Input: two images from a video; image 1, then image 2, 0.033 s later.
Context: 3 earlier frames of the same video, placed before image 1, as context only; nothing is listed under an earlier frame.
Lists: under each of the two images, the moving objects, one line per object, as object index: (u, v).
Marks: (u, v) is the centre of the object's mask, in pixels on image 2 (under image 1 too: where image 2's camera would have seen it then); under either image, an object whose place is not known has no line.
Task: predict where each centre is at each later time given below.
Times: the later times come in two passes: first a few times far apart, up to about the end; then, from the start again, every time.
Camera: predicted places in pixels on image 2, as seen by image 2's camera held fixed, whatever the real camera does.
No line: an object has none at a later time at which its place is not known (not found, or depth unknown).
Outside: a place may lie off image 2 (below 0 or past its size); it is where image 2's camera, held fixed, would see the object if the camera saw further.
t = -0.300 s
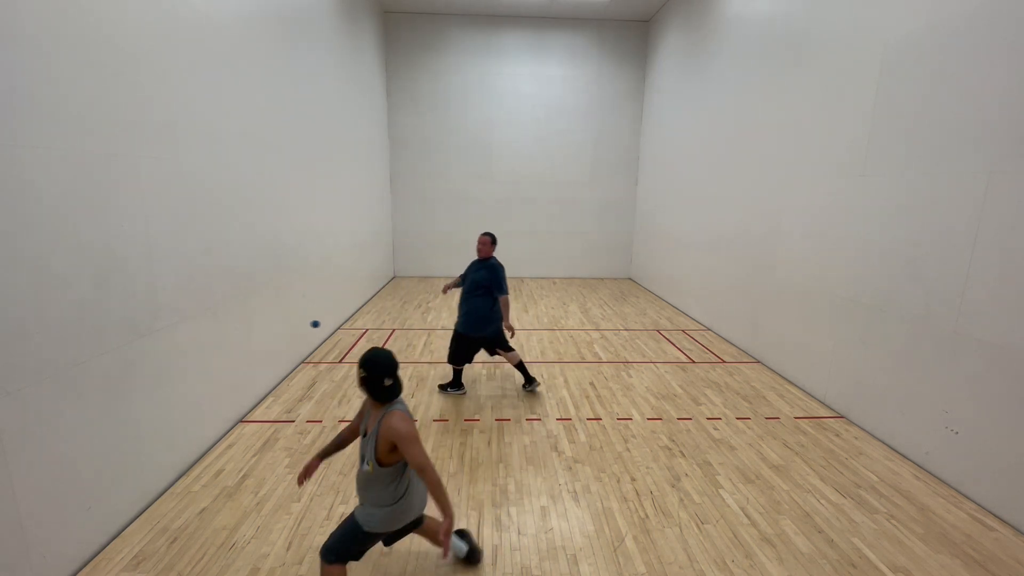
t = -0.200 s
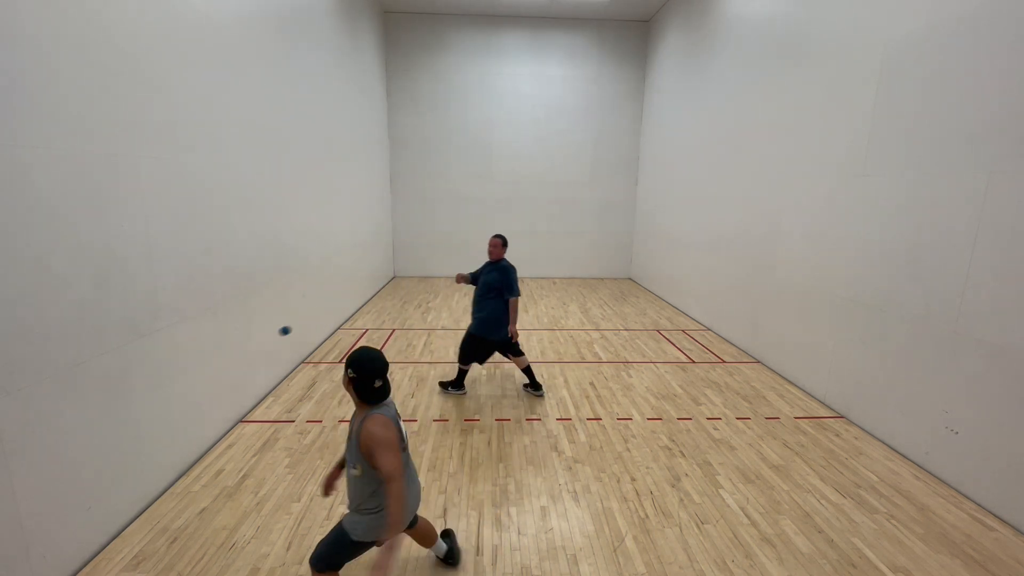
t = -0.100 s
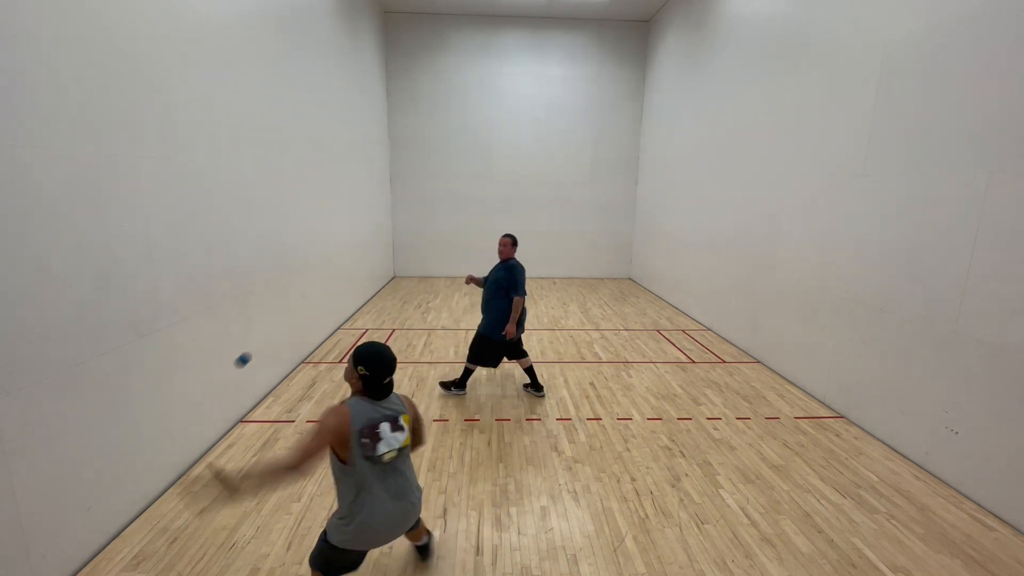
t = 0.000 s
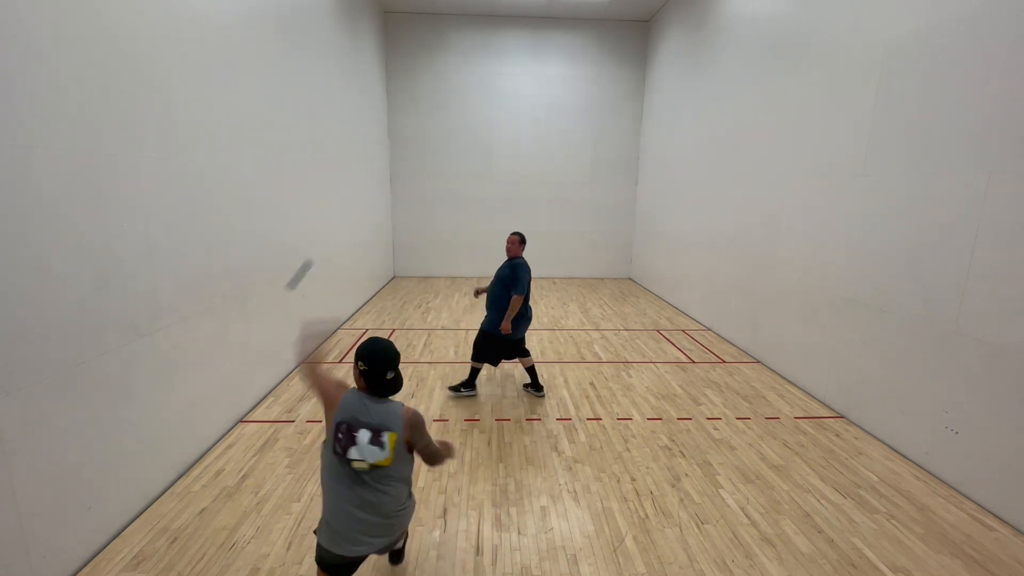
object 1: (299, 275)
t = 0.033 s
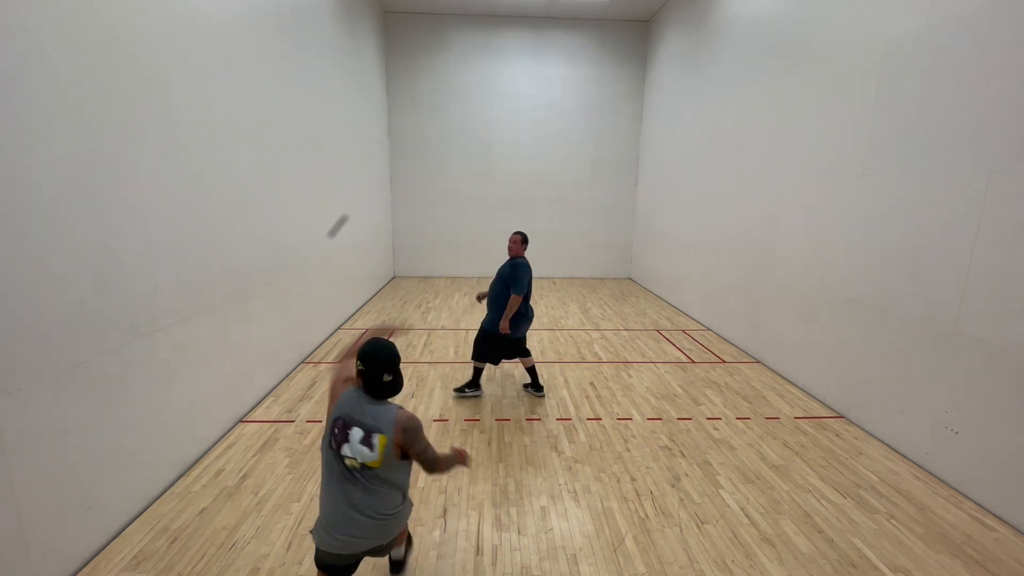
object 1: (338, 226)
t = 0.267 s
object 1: (468, 87)
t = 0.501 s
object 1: (517, 66)
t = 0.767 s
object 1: (545, 84)
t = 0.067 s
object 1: (368, 189)
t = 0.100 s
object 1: (393, 160)
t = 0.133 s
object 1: (413, 138)
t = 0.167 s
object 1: (430, 120)
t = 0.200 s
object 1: (445, 106)
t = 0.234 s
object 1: (457, 95)
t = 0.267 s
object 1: (468, 87)
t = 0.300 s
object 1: (478, 80)
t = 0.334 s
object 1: (486, 75)
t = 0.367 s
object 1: (493, 71)
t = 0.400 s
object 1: (500, 69)
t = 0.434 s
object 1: (507, 67)
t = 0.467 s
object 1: (512, 66)
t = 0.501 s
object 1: (517, 66)
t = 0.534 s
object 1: (522, 67)
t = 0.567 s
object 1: (526, 68)
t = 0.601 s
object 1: (530, 70)
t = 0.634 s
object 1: (533, 72)
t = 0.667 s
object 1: (537, 75)
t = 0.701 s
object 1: (540, 77)
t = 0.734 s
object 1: (543, 80)
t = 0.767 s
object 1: (545, 84)
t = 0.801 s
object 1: (548, 88)
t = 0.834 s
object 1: (551, 89)
